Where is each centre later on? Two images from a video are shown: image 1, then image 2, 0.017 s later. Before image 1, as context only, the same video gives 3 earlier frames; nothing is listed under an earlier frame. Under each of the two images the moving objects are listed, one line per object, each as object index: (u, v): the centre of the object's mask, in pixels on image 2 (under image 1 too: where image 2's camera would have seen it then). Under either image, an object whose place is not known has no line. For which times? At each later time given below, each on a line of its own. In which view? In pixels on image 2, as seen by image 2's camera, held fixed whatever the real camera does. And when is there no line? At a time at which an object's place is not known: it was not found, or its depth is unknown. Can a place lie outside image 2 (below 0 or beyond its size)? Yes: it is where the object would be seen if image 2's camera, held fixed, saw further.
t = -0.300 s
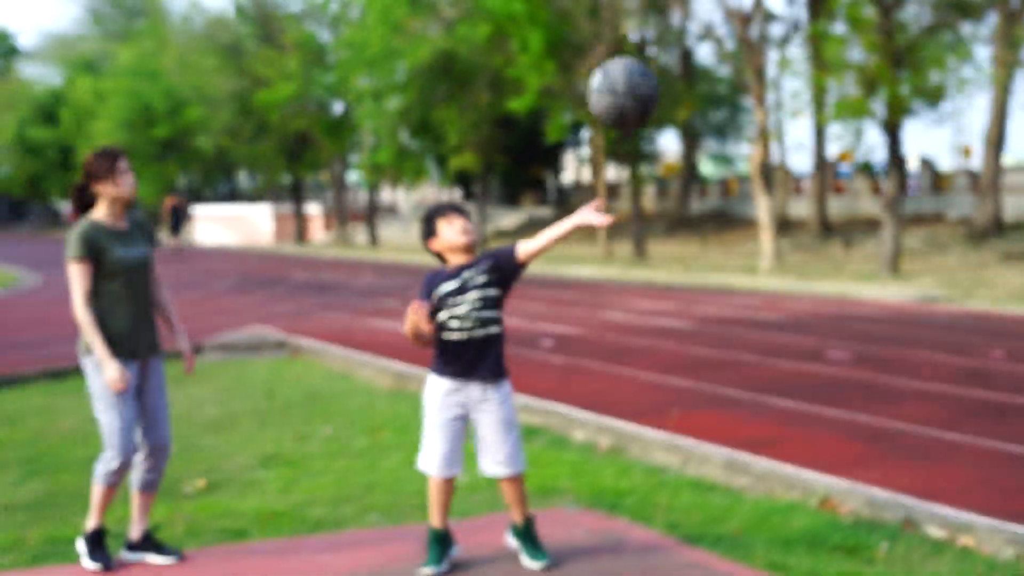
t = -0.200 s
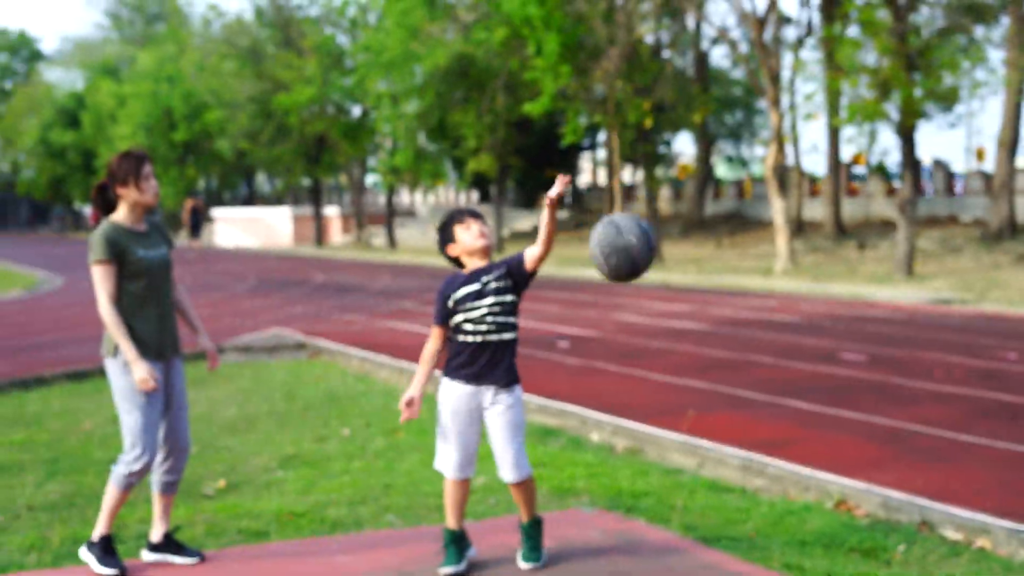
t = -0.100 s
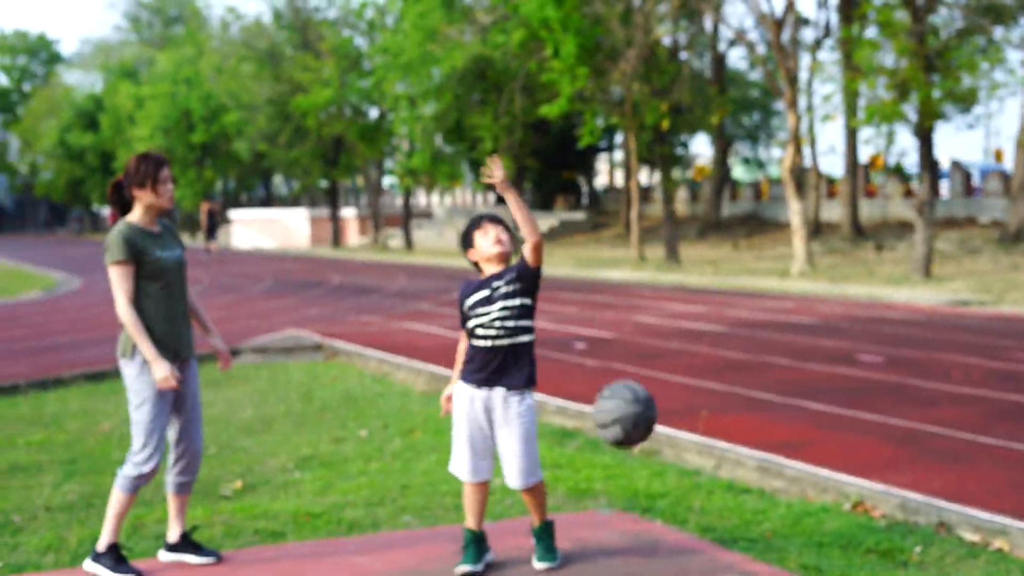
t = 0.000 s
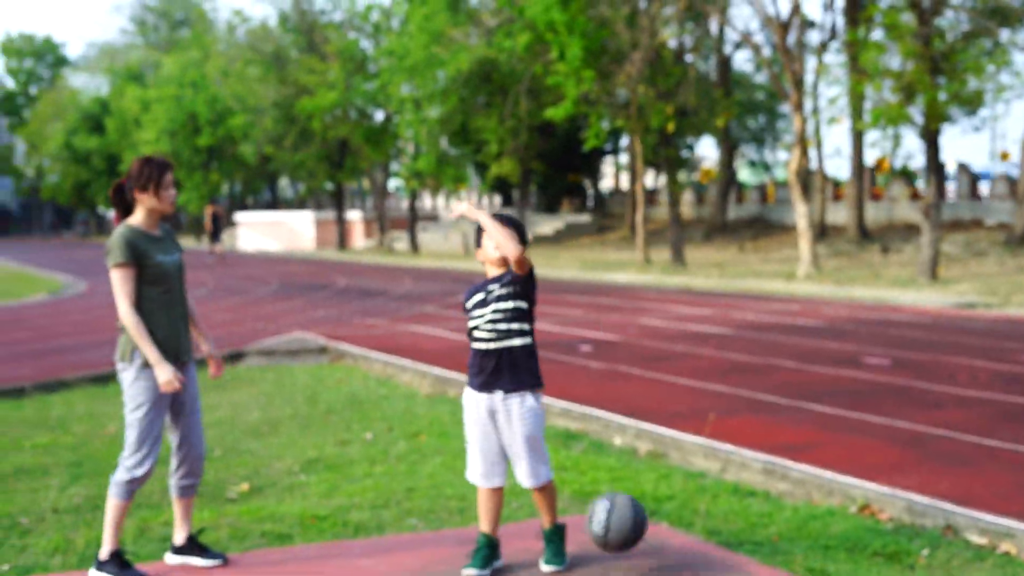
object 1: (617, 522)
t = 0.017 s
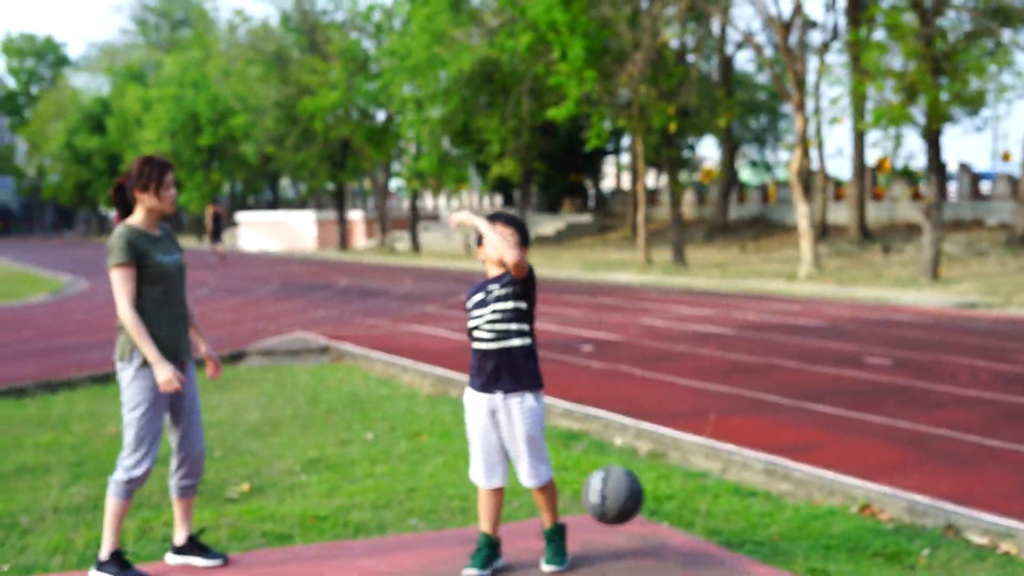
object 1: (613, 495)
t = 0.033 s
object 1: (609, 469)
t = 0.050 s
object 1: (605, 444)
